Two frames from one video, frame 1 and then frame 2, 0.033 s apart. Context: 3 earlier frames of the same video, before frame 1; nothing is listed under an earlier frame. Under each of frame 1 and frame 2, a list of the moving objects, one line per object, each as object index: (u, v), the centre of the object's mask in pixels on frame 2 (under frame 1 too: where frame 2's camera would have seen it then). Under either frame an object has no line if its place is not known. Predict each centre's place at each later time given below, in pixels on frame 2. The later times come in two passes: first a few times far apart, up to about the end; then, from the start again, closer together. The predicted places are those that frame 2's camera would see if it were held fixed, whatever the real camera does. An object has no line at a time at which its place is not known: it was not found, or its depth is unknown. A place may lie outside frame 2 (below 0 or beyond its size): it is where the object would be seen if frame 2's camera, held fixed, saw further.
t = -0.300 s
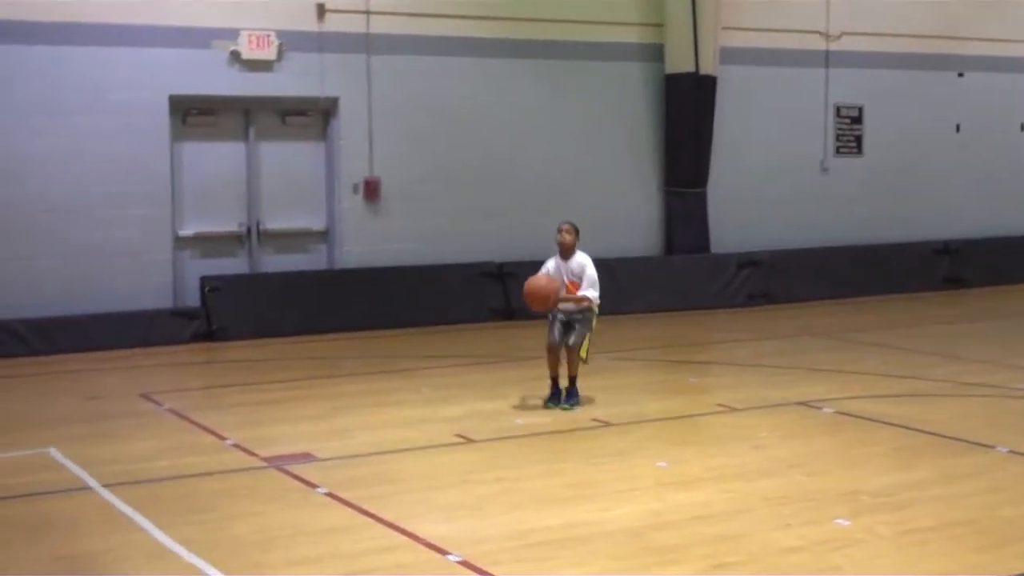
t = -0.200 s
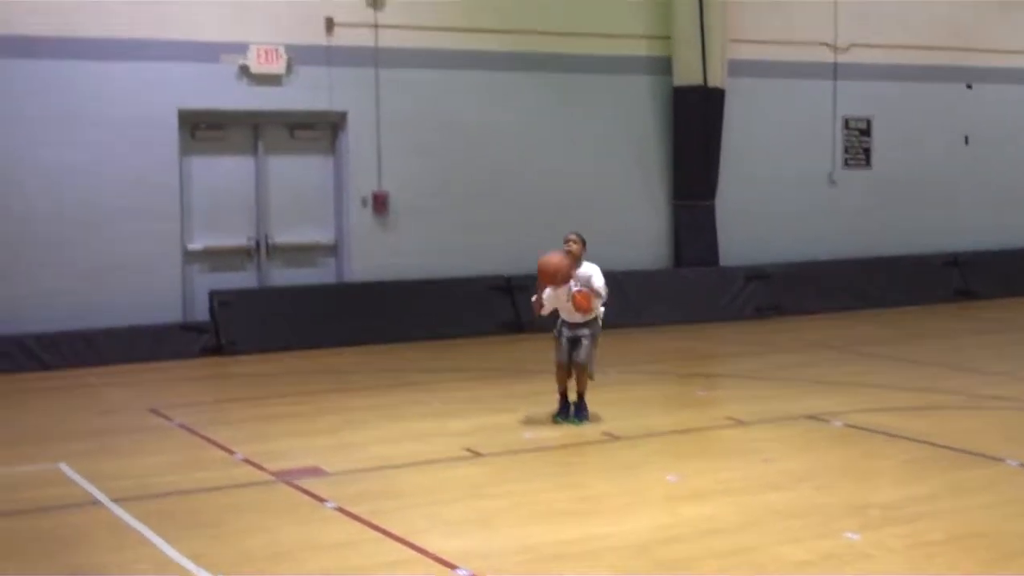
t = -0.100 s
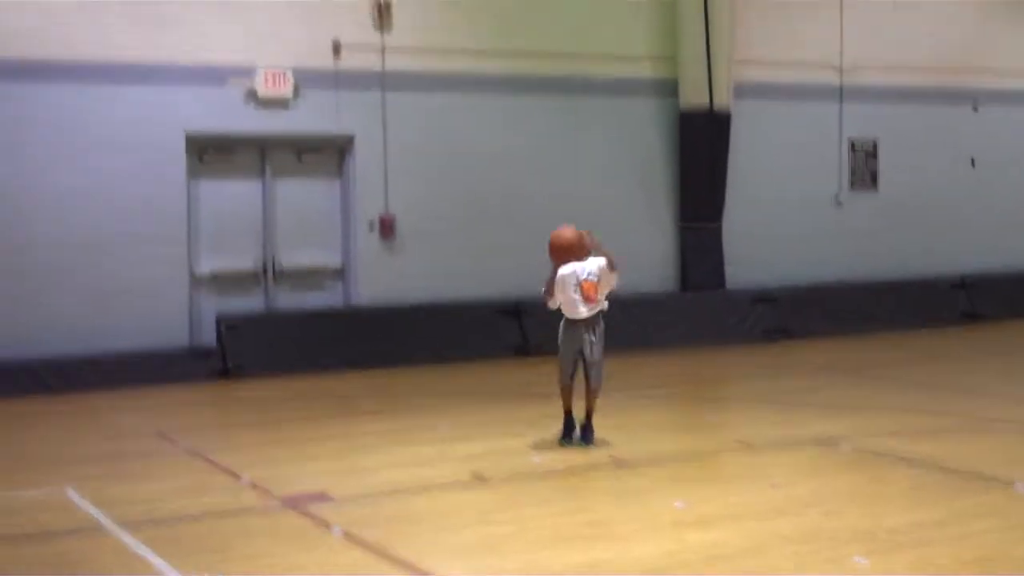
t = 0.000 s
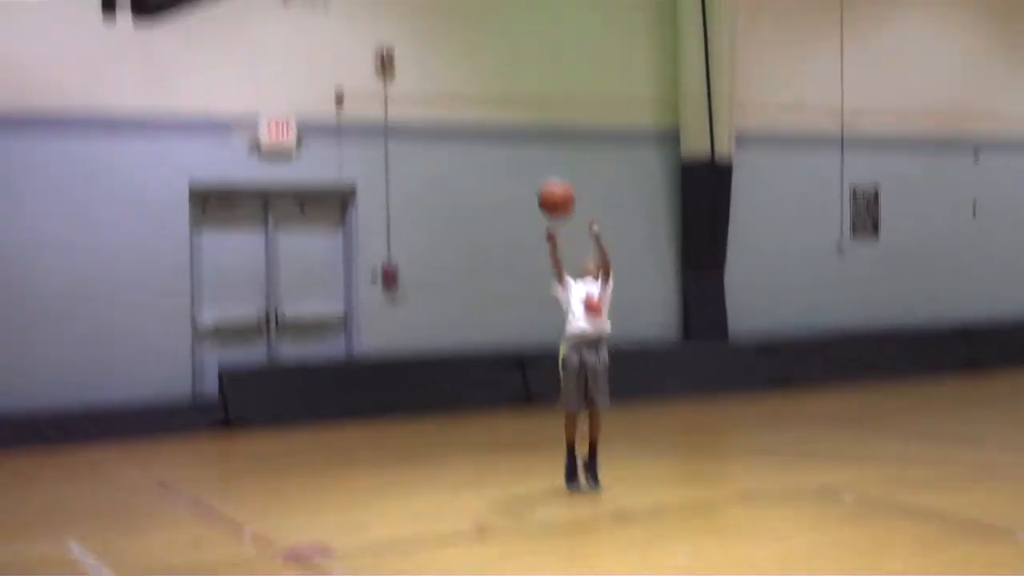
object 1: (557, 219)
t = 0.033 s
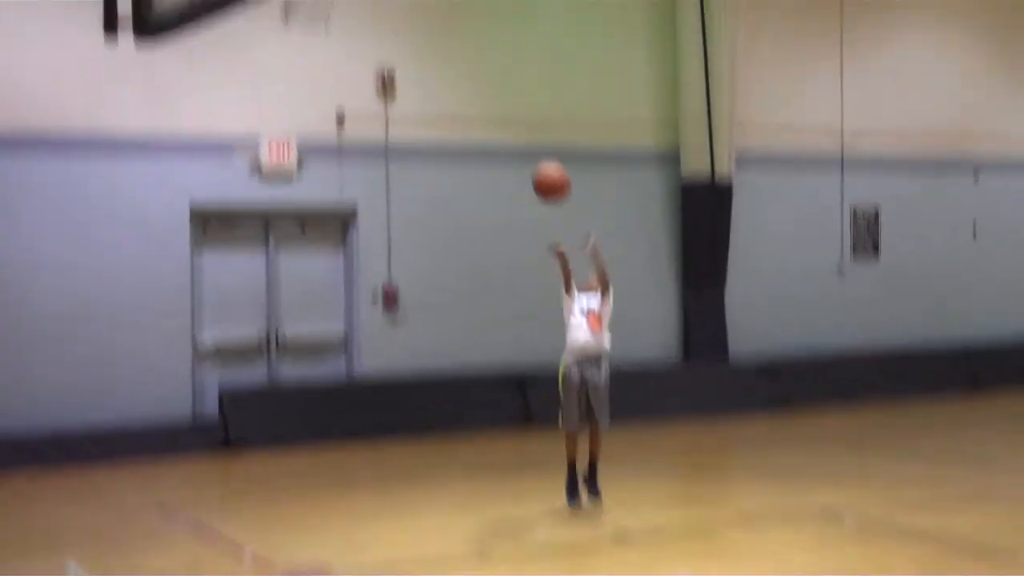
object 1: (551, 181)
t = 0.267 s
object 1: (512, -46)
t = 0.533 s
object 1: (463, -224)
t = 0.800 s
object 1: (408, -276)
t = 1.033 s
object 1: (350, -232)
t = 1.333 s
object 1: (268, 21)
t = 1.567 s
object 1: (193, 243)
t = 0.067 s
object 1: (546, 147)
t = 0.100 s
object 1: (541, 110)
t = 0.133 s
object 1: (535, 77)
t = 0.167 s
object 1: (529, 44)
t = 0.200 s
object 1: (523, 13)
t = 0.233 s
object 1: (517, -17)
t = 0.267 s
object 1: (512, -46)
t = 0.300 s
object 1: (506, -72)
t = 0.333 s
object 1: (499, -98)
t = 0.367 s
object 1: (494, -123)
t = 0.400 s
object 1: (488, -146)
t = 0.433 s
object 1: (482, -167)
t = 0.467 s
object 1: (476, -188)
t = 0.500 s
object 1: (468, -208)
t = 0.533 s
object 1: (463, -224)
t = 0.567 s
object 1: (455, -238)
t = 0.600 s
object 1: (449, -251)
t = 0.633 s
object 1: (441, -263)
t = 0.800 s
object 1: (408, -276)
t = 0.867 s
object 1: (393, -270)
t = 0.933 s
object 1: (374, -260)
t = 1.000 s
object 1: (358, -244)
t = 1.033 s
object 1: (350, -232)
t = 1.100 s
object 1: (332, -189)
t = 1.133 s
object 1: (326, -163)
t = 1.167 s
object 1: (322, -135)
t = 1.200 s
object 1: (319, -103)
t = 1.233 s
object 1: (316, -78)
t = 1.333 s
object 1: (268, 21)
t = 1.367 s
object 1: (253, 43)
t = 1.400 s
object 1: (243, 71)
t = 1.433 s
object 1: (232, 102)
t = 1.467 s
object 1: (220, 136)
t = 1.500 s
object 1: (210, 169)
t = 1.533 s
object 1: (201, 211)
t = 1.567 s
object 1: (193, 243)
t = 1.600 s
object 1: (181, 285)
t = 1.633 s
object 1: (172, 324)
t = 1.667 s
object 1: (165, 364)
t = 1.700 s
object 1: (157, 404)
